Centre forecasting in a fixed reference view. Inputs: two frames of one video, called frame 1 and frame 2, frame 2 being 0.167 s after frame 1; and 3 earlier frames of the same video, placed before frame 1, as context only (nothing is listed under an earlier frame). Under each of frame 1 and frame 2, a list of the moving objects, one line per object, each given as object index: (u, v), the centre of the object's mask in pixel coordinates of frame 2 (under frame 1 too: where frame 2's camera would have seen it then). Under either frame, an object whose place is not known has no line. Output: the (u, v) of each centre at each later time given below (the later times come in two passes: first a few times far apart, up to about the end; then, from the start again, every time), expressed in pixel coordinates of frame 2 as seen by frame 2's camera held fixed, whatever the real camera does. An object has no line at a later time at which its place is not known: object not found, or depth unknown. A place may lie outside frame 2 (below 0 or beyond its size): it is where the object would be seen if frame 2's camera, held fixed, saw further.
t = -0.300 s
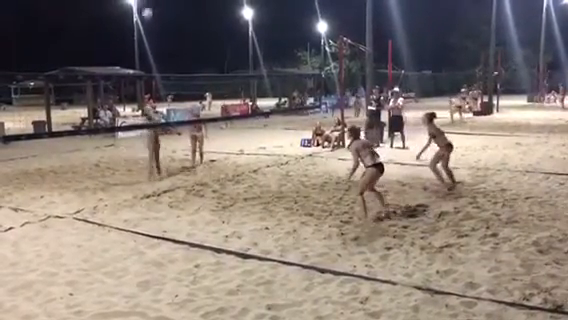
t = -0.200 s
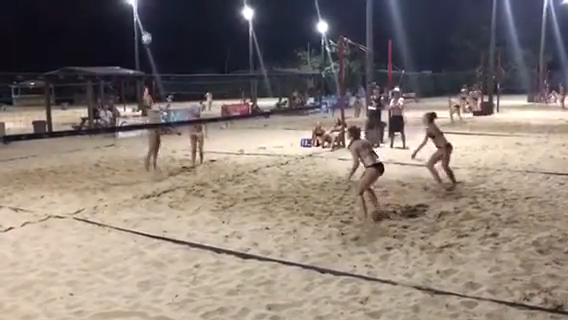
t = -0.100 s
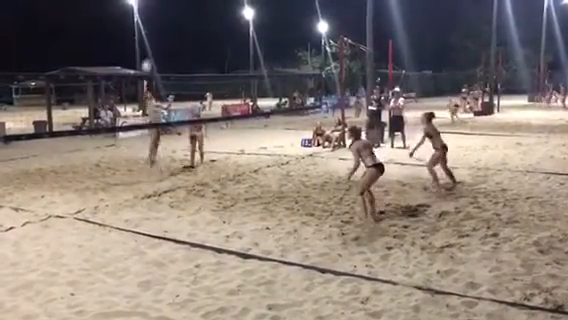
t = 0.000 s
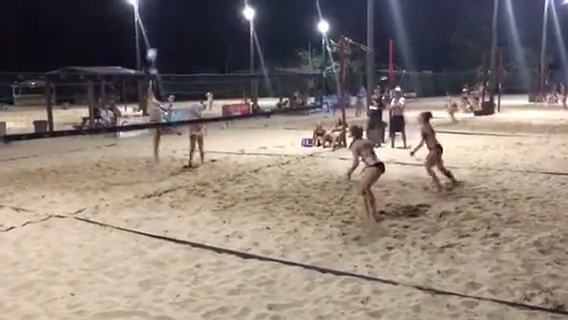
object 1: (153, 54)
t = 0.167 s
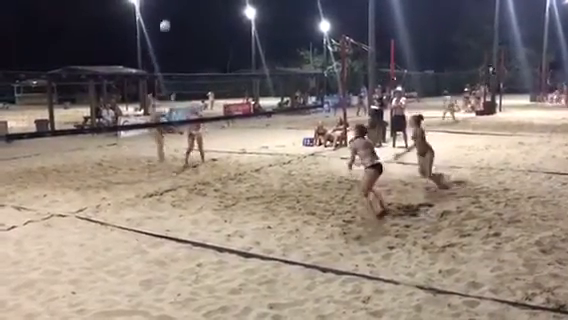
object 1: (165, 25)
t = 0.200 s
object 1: (167, 21)
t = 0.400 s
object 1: (183, 7)
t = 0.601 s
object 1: (201, 13)
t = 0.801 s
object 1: (221, 41)
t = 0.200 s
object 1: (167, 21)
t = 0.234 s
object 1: (170, 17)
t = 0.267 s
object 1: (172, 15)
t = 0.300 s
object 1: (175, 12)
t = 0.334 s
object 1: (177, 10)
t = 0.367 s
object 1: (180, 9)
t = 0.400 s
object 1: (183, 7)
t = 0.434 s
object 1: (186, 7)
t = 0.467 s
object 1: (189, 7)
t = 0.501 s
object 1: (192, 8)
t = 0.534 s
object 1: (195, 9)
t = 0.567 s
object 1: (198, 11)
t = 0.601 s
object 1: (201, 13)
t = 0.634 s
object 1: (205, 17)
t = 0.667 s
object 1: (208, 20)
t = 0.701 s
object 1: (211, 25)
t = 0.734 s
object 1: (214, 29)
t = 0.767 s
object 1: (217, 35)
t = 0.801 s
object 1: (221, 41)
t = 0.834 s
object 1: (225, 48)
